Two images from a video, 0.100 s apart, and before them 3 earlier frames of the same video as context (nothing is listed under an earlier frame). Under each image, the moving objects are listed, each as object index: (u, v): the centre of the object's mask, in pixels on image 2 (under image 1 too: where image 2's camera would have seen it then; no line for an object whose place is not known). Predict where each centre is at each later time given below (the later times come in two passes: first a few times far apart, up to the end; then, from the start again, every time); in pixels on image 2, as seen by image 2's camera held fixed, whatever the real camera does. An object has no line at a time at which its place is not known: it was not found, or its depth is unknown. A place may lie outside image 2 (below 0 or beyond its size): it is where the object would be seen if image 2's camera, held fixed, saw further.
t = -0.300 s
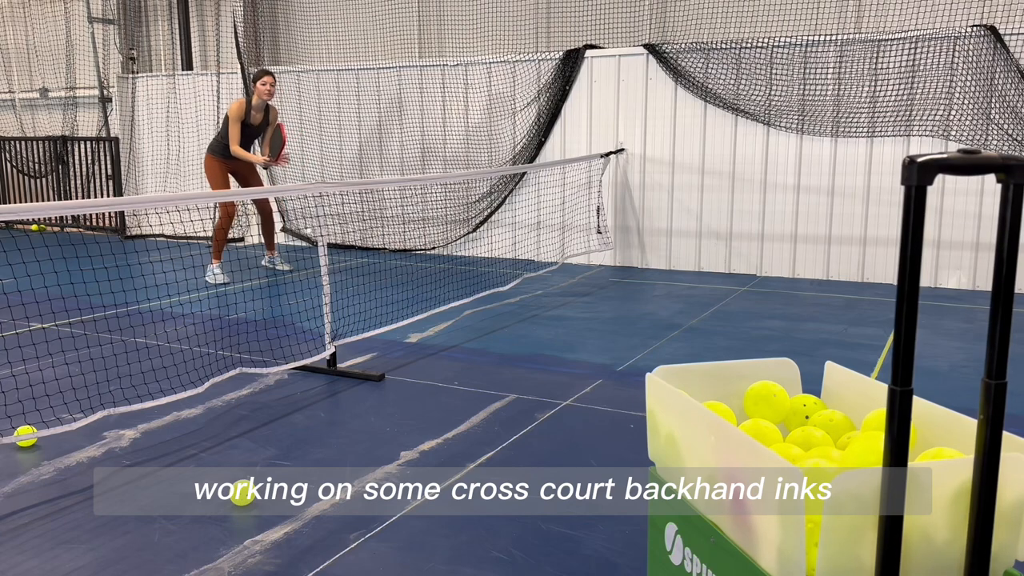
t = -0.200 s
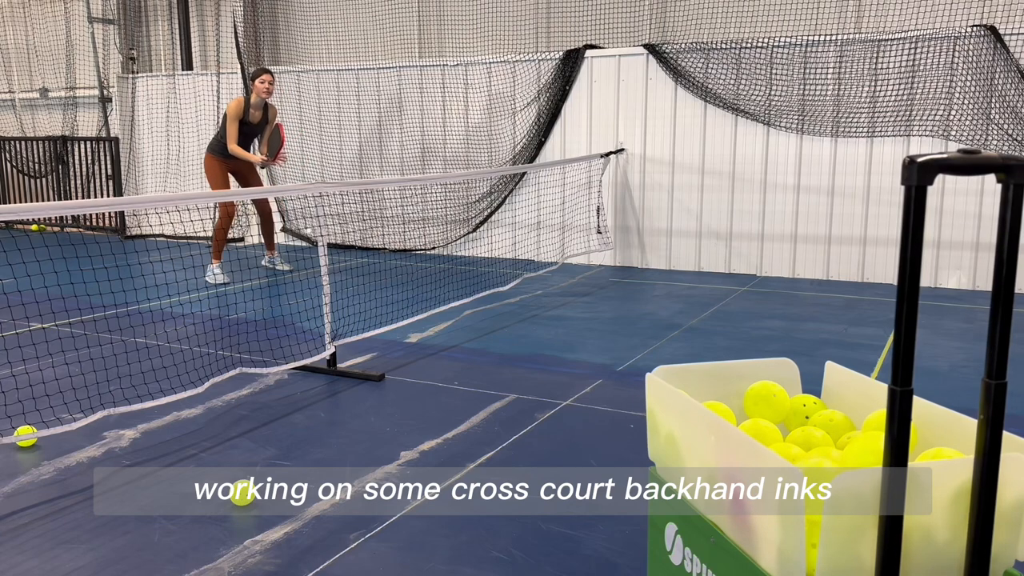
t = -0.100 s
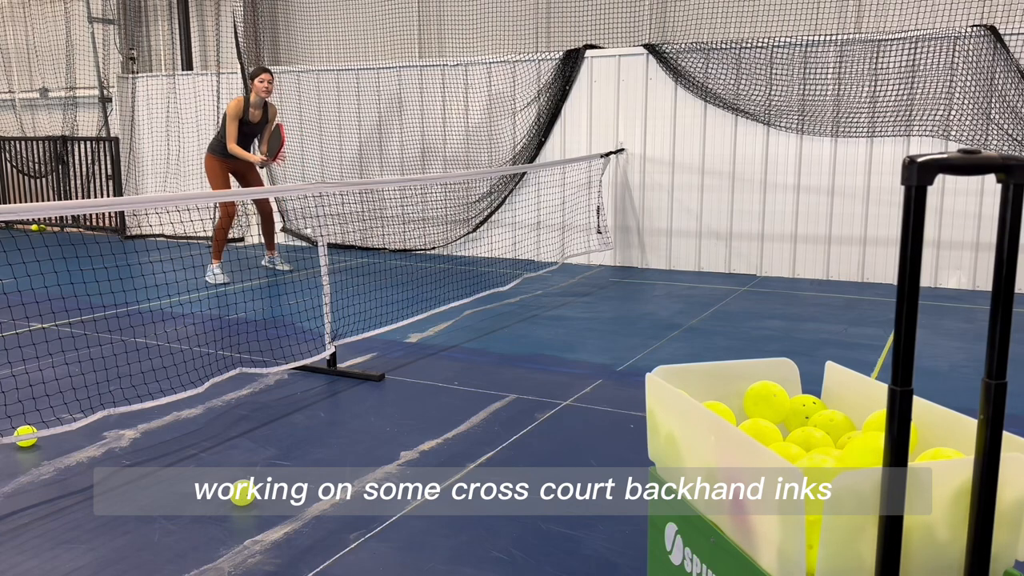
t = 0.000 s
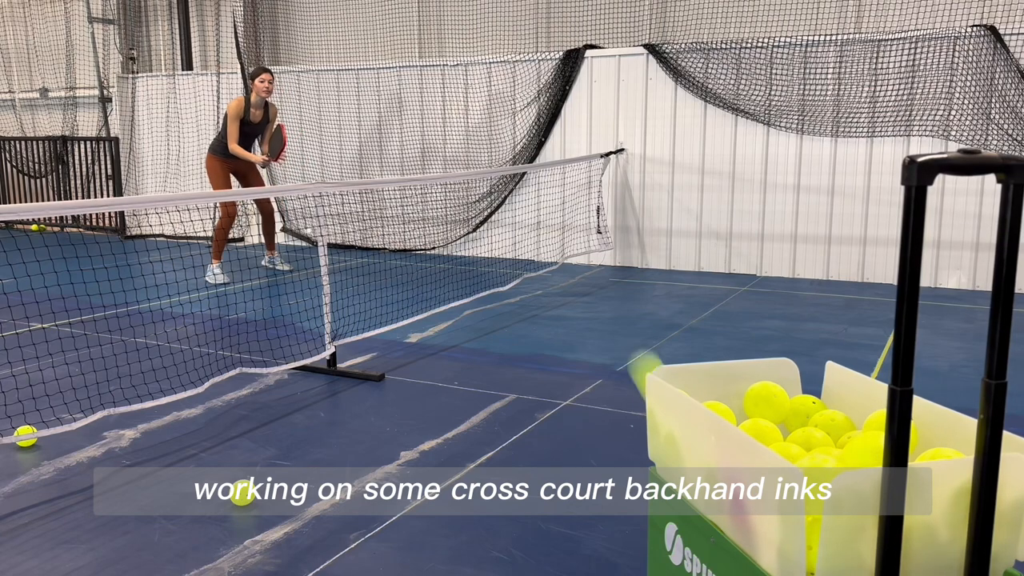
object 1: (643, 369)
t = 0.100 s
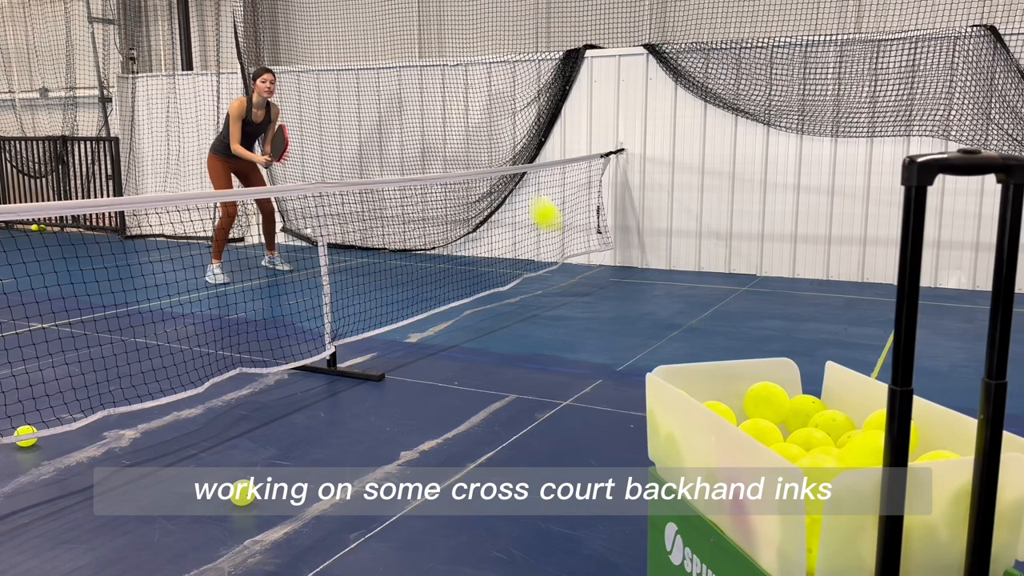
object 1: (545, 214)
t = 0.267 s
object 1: (445, 111)
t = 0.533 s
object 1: (373, 134)
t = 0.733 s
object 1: (347, 211)
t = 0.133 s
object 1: (518, 179)
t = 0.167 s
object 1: (496, 154)
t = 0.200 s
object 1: (477, 134)
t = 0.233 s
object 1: (460, 120)
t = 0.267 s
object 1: (445, 111)
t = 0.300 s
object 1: (432, 105)
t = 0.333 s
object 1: (420, 102)
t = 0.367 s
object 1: (410, 103)
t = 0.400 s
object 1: (401, 106)
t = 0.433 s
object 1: (392, 111)
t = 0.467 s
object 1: (385, 117)
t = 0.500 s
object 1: (379, 125)
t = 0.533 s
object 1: (373, 134)
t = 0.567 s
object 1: (367, 146)
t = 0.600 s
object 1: (362, 157)
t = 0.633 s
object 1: (358, 169)
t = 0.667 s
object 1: (354, 178)
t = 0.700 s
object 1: (350, 197)
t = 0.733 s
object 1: (347, 211)
